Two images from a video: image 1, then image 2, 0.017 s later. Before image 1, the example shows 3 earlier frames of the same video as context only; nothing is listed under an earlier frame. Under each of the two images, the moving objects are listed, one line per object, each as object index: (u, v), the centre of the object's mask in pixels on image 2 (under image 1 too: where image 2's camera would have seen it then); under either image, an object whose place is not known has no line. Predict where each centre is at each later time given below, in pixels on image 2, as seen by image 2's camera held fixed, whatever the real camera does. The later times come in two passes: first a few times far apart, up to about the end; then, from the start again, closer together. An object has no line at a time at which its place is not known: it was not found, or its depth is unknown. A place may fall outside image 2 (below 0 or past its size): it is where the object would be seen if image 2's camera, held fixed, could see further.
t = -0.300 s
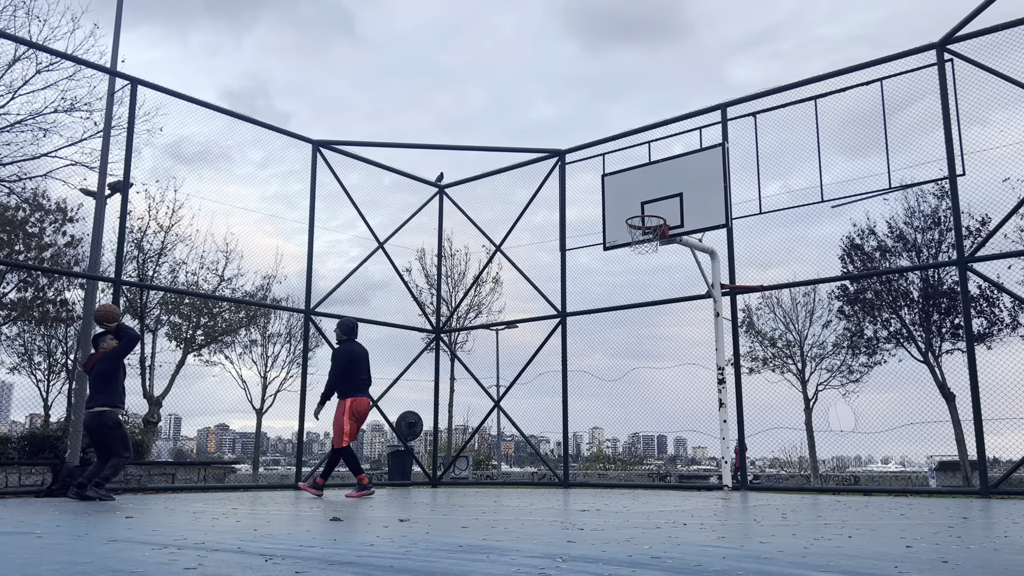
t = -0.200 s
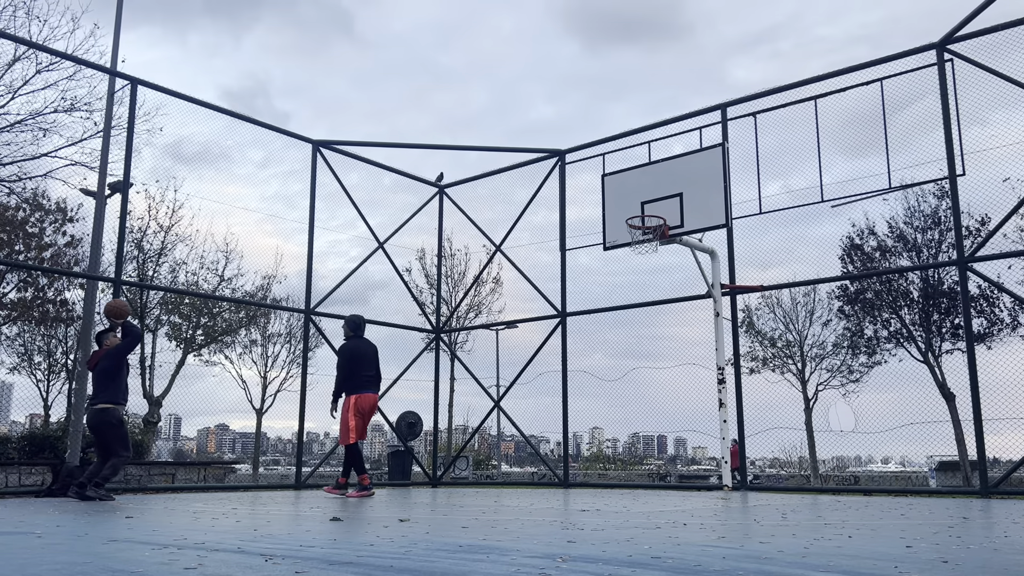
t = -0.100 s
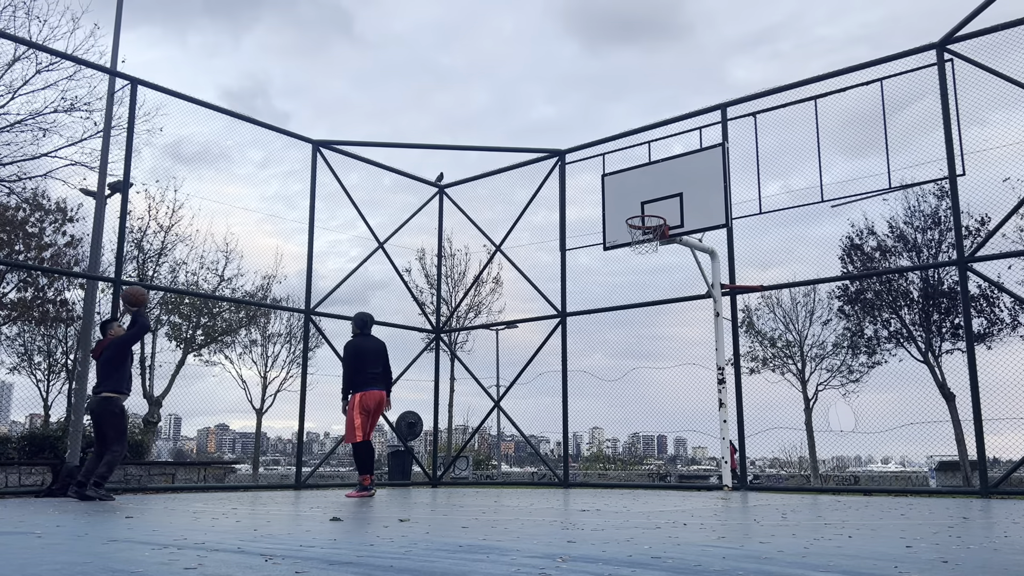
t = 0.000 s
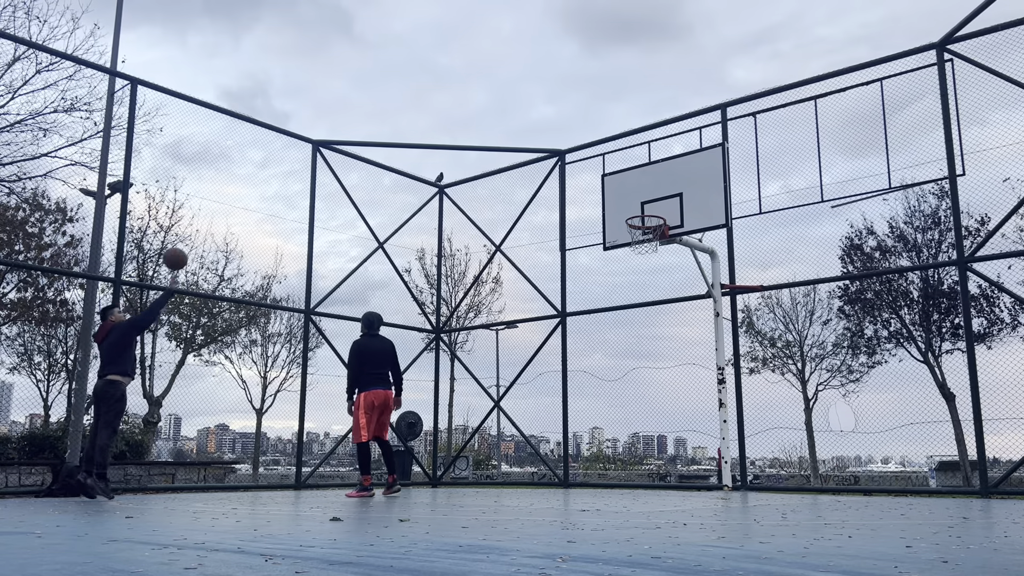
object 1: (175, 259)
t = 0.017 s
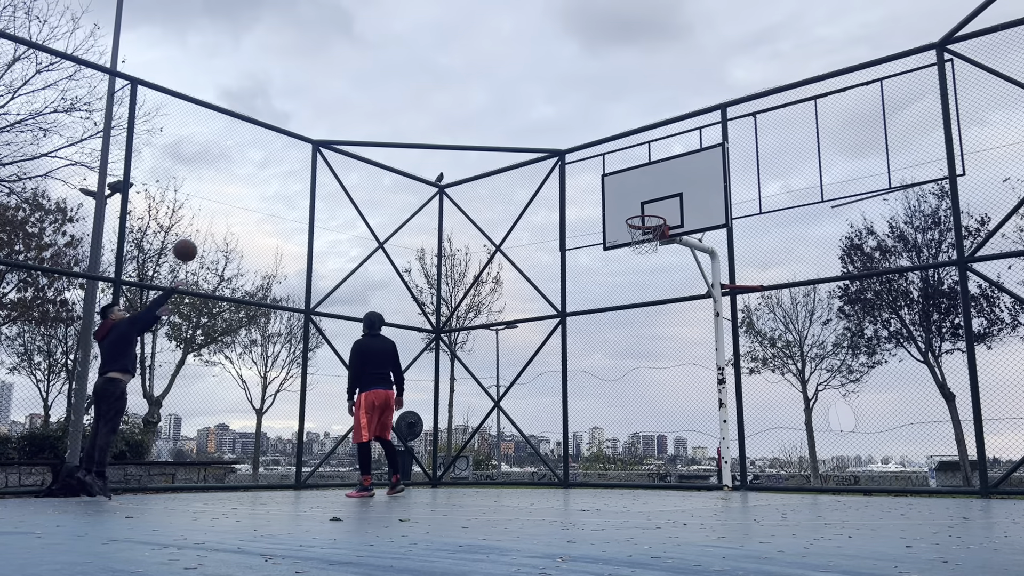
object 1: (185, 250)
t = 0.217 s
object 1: (295, 174)
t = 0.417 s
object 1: (391, 136)
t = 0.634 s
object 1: (483, 132)
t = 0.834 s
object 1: (561, 157)
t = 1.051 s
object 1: (636, 206)
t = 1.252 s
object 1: (660, 198)
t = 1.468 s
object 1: (676, 212)
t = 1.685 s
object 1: (683, 243)
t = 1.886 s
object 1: (693, 307)
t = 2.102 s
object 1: (706, 423)
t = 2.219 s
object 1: (713, 471)
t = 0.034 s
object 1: (195, 242)
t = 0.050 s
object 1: (205, 234)
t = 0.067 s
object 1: (214, 227)
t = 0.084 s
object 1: (224, 220)
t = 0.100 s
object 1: (233, 213)
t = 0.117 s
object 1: (242, 207)
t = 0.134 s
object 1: (251, 201)
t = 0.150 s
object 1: (260, 195)
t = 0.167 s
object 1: (269, 189)
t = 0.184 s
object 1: (278, 184)
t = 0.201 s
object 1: (286, 179)
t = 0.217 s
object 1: (295, 174)
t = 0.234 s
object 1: (303, 170)
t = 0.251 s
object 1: (312, 165)
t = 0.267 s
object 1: (320, 162)
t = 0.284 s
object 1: (328, 158)
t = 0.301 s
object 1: (337, 154)
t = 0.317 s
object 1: (344, 151)
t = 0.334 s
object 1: (352, 148)
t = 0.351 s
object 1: (360, 146)
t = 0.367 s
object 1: (368, 143)
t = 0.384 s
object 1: (375, 141)
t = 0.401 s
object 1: (383, 139)
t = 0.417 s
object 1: (391, 136)
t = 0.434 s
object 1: (398, 134)
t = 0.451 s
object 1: (405, 133)
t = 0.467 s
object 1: (413, 132)
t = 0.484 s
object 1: (420, 131)
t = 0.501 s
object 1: (427, 131)
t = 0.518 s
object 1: (434, 130)
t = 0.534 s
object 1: (441, 130)
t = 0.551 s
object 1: (448, 129)
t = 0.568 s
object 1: (455, 130)
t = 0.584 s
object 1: (462, 130)
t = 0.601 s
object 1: (469, 130)
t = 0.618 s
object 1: (476, 131)
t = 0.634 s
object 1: (483, 132)
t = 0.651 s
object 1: (489, 133)
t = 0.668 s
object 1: (496, 134)
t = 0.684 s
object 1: (502, 135)
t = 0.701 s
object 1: (509, 137)
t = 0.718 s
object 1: (516, 139)
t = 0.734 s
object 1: (522, 140)
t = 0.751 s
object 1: (529, 142)
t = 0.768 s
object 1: (535, 145)
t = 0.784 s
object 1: (541, 148)
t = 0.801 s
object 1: (548, 151)
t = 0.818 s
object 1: (554, 154)
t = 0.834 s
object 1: (561, 157)
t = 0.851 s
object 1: (567, 160)
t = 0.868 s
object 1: (573, 164)
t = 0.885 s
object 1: (580, 168)
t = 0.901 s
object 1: (586, 172)
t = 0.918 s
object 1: (592, 176)
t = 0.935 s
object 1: (598, 180)
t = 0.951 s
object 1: (605, 185)
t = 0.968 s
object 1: (611, 189)
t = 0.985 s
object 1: (617, 194)
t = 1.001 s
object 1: (623, 199)
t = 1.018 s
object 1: (629, 204)
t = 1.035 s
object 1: (634, 208)
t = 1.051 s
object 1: (636, 206)
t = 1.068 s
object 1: (638, 204)
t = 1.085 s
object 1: (640, 202)
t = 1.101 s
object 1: (642, 201)
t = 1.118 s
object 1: (644, 200)
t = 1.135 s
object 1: (646, 199)
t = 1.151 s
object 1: (648, 198)
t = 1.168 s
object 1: (650, 197)
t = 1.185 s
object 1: (652, 197)
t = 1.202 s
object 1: (654, 197)
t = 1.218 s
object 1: (656, 197)
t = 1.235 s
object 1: (658, 197)
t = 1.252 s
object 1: (660, 198)
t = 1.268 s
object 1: (662, 198)
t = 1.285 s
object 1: (664, 199)
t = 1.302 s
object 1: (667, 200)
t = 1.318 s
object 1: (668, 202)
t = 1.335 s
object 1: (671, 203)
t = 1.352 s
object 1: (673, 205)
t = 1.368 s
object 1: (675, 207)
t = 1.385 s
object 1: (676, 208)
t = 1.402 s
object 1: (676, 208)
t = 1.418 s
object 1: (676, 209)
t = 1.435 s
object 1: (676, 210)
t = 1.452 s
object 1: (676, 210)
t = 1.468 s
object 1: (676, 212)
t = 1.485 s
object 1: (676, 213)
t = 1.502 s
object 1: (676, 215)
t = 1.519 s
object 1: (676, 217)
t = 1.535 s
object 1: (677, 218)
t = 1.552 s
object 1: (677, 220)
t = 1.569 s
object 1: (678, 222)
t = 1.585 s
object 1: (678, 225)
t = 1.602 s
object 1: (680, 227)
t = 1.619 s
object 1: (680, 229)
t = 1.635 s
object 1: (681, 233)
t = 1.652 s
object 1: (682, 236)
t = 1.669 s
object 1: (683, 239)
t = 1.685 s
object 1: (683, 243)
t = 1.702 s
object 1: (684, 247)
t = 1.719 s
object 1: (684, 252)
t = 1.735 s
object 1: (685, 256)
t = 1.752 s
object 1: (686, 261)
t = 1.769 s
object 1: (687, 266)
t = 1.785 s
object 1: (688, 271)
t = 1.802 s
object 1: (689, 276)
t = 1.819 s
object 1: (689, 282)
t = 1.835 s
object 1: (690, 288)
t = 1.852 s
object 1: (691, 294)
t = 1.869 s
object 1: (692, 301)
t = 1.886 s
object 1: (693, 307)
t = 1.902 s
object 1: (694, 314)
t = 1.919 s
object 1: (695, 322)
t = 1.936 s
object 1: (696, 330)
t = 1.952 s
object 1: (697, 337)
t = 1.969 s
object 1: (698, 346)
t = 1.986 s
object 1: (698, 354)
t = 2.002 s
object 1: (699, 363)
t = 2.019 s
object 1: (700, 372)
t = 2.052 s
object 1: (702, 391)
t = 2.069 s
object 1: (704, 401)
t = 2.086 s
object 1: (705, 412)
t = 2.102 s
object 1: (706, 423)
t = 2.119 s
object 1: (707, 434)
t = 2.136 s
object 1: (708, 445)
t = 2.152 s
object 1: (709, 457)
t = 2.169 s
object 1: (711, 469)
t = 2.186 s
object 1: (712, 480)
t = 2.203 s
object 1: (713, 480)
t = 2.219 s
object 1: (713, 471)
